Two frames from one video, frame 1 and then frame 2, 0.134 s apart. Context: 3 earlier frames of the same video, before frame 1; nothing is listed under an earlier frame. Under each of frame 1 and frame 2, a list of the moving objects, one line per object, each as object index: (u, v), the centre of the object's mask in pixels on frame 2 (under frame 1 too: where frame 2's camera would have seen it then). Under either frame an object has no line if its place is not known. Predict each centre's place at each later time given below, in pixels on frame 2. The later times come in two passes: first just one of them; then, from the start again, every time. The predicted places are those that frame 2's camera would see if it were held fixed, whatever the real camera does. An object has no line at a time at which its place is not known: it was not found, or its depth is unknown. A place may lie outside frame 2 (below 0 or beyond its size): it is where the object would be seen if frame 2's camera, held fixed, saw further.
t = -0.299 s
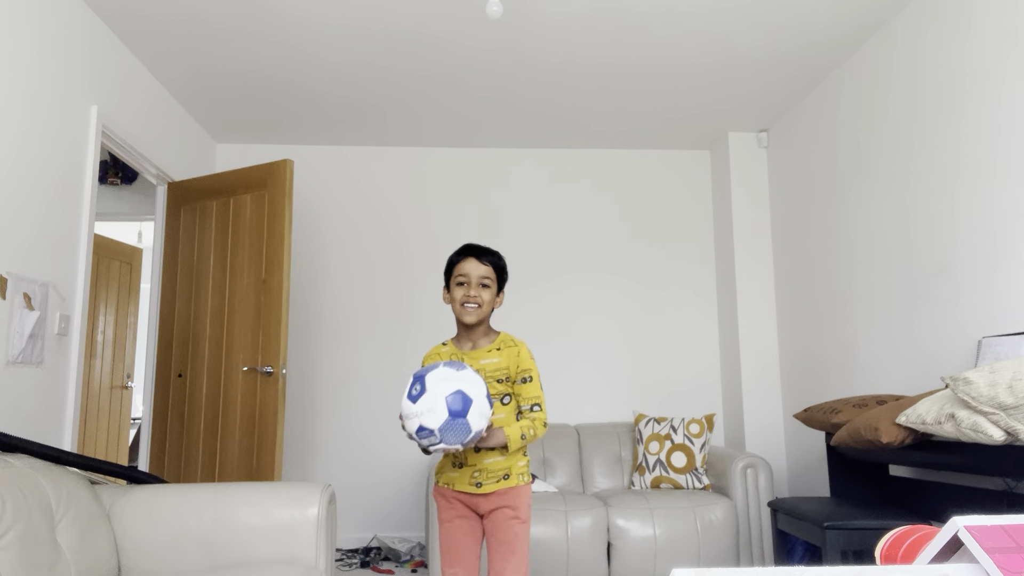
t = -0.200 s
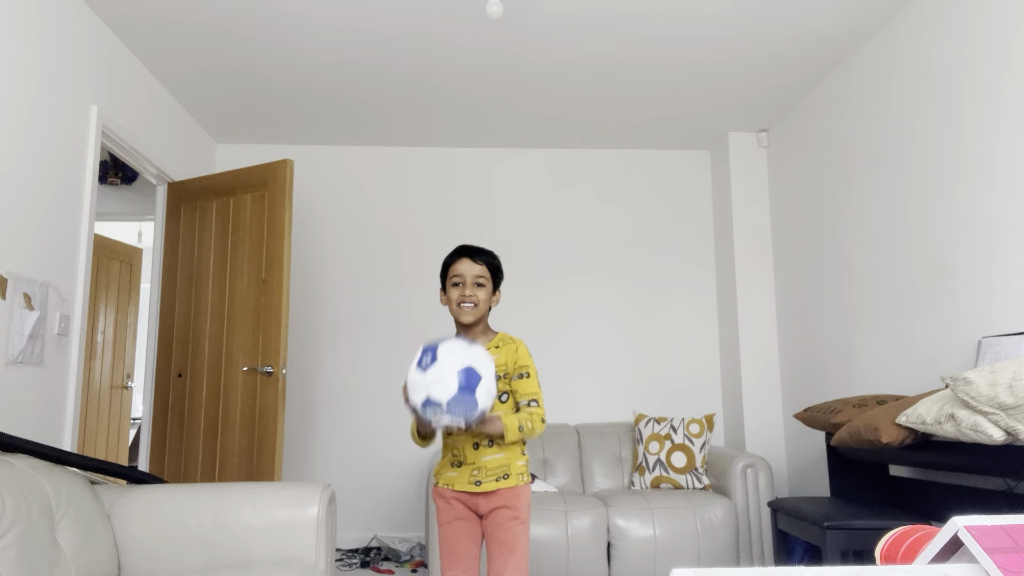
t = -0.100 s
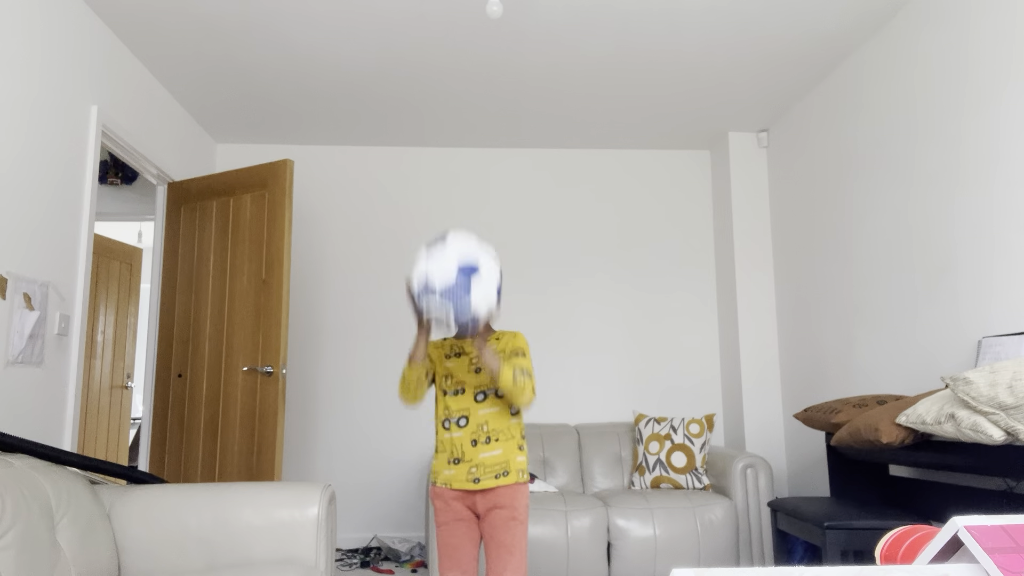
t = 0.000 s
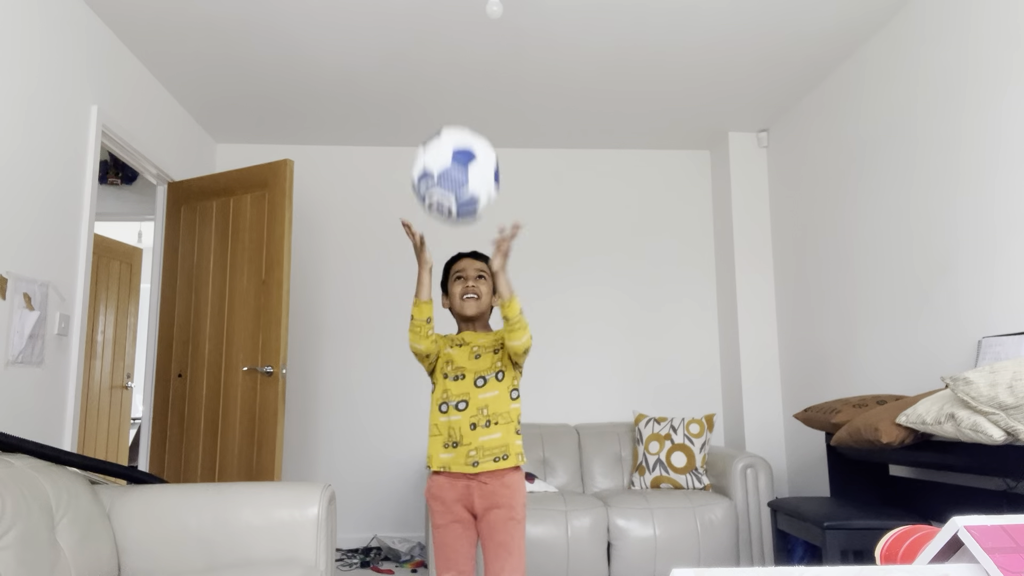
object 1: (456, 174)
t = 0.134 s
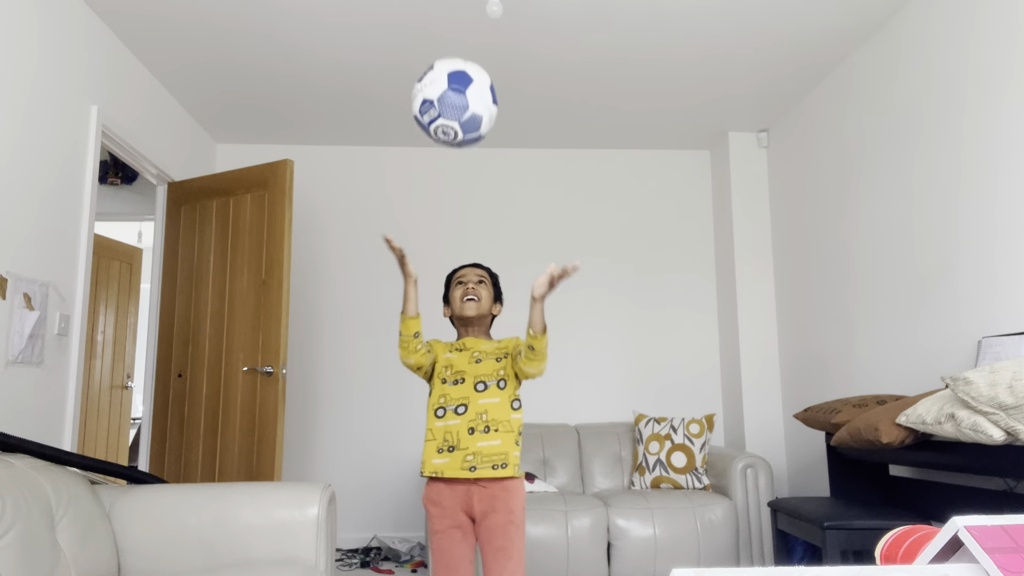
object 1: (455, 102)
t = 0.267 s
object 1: (454, 100)
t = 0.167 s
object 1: (454, 96)
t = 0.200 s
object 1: (454, 93)
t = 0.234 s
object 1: (454, 95)
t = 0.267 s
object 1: (454, 100)
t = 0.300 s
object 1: (453, 109)
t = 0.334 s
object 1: (453, 123)
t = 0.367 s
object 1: (453, 140)
